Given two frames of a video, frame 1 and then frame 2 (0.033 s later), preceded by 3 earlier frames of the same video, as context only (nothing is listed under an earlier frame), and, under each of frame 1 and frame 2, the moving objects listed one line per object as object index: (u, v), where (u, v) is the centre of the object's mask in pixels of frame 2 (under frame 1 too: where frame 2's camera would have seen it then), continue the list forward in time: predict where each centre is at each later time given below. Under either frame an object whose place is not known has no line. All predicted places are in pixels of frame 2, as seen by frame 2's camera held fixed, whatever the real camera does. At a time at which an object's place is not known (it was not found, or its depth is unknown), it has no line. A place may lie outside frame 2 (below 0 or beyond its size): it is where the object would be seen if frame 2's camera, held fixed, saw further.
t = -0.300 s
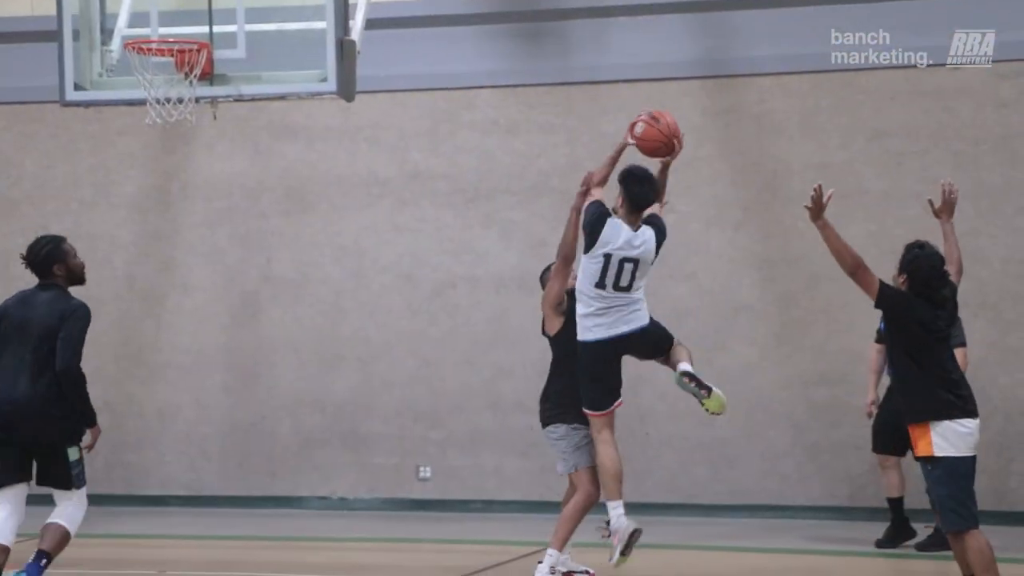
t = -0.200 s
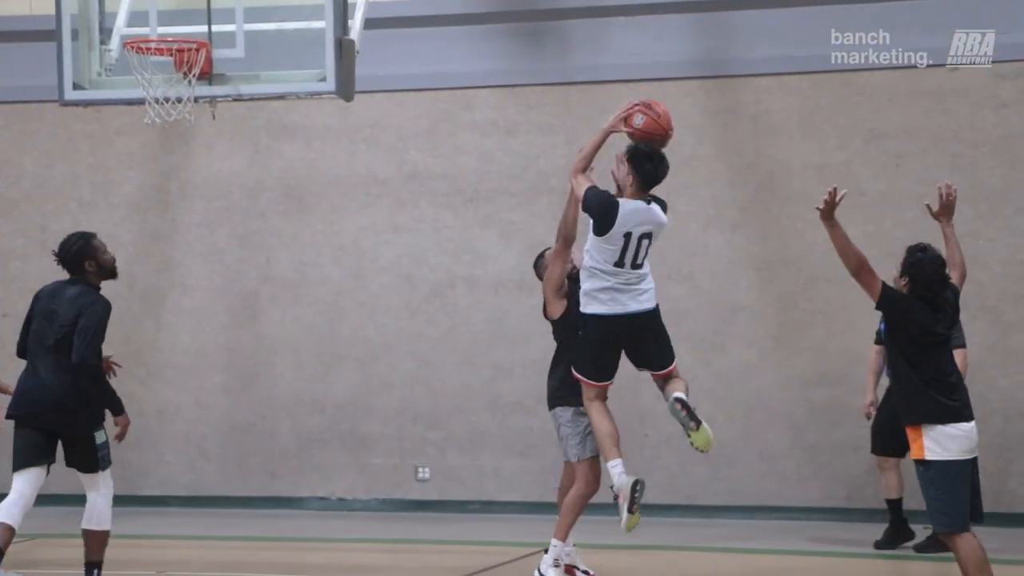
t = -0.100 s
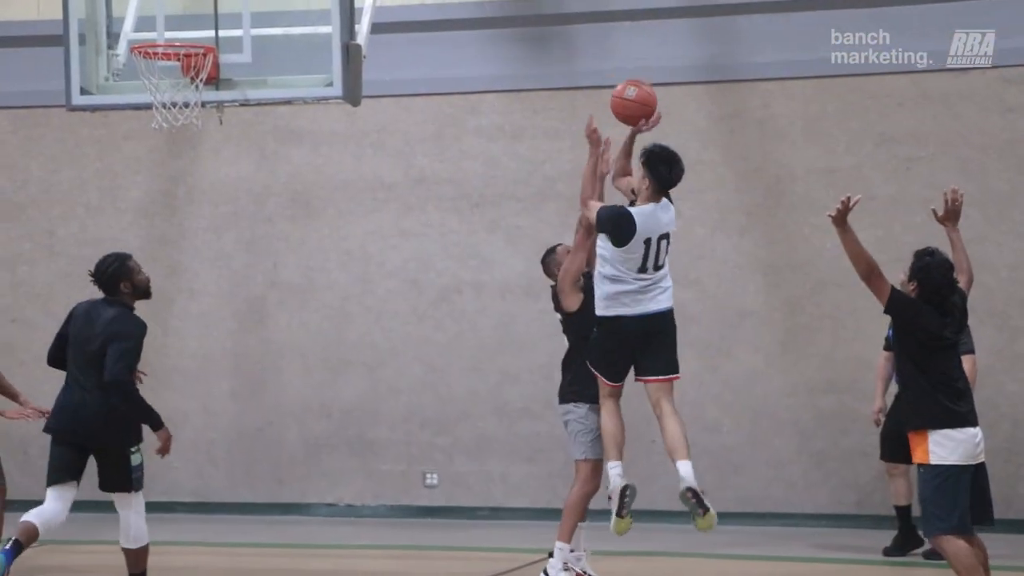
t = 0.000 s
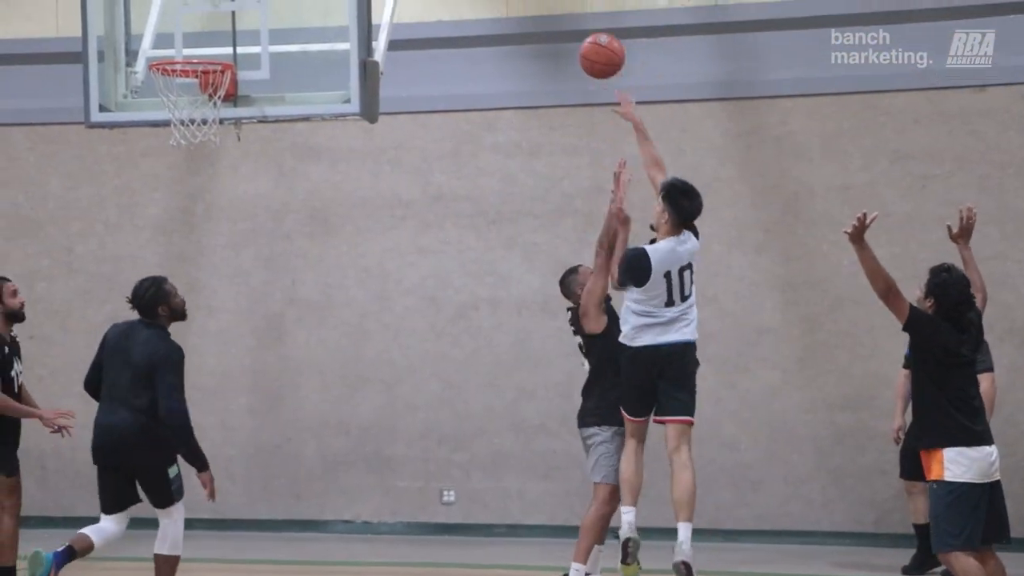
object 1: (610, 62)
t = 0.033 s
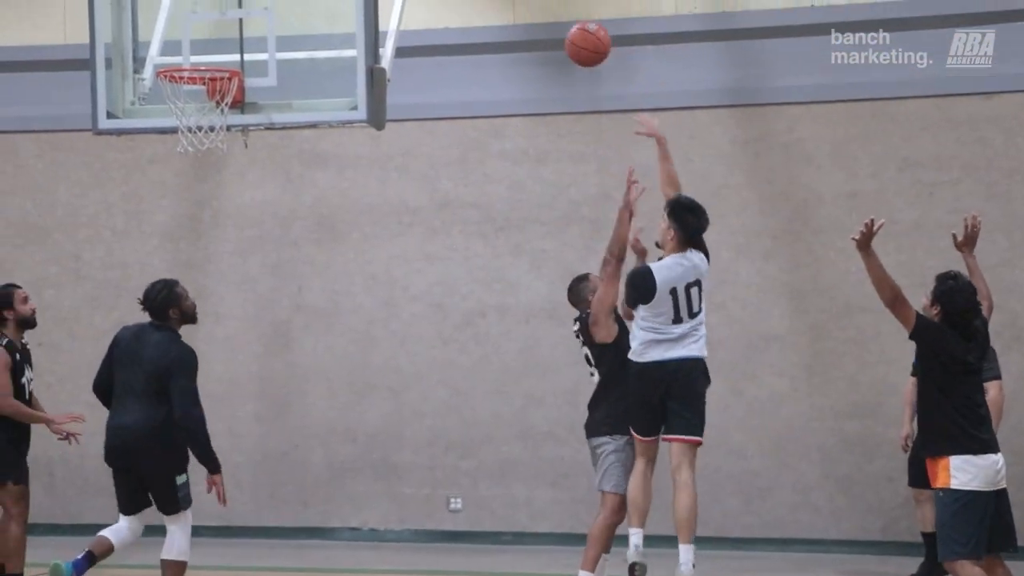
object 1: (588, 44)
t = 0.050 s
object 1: (577, 35)
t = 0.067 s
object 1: (567, 27)
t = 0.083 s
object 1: (557, 20)
